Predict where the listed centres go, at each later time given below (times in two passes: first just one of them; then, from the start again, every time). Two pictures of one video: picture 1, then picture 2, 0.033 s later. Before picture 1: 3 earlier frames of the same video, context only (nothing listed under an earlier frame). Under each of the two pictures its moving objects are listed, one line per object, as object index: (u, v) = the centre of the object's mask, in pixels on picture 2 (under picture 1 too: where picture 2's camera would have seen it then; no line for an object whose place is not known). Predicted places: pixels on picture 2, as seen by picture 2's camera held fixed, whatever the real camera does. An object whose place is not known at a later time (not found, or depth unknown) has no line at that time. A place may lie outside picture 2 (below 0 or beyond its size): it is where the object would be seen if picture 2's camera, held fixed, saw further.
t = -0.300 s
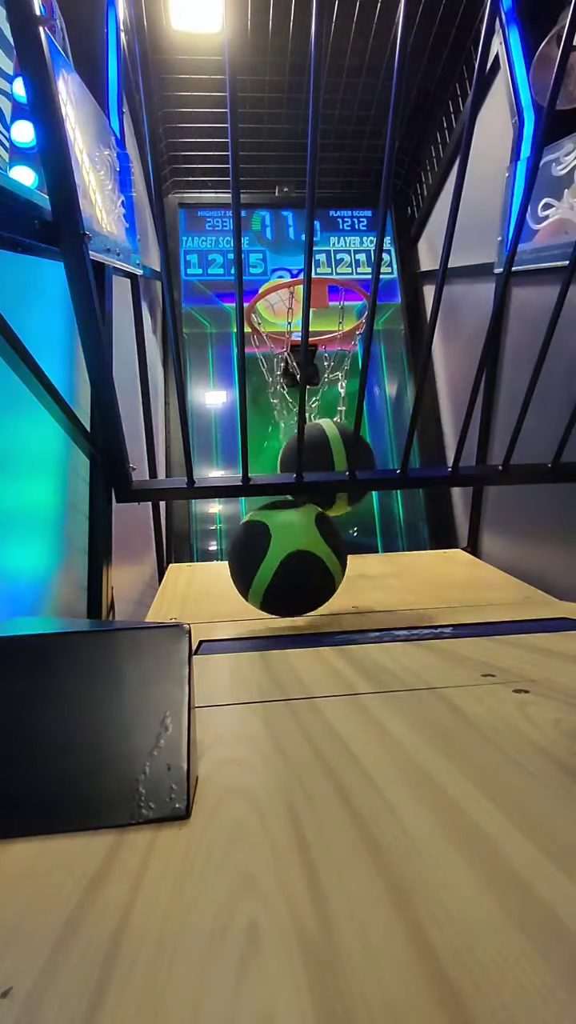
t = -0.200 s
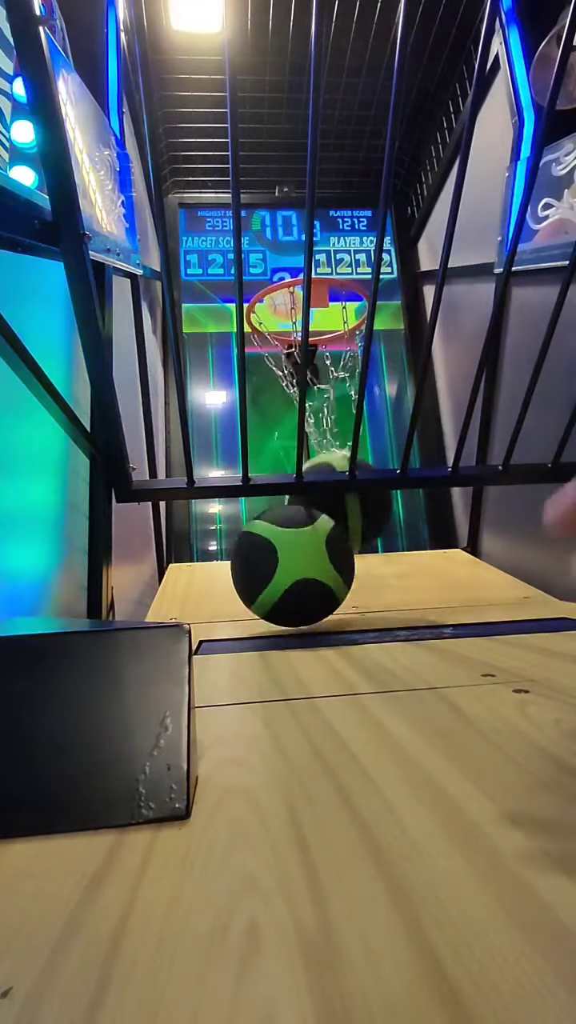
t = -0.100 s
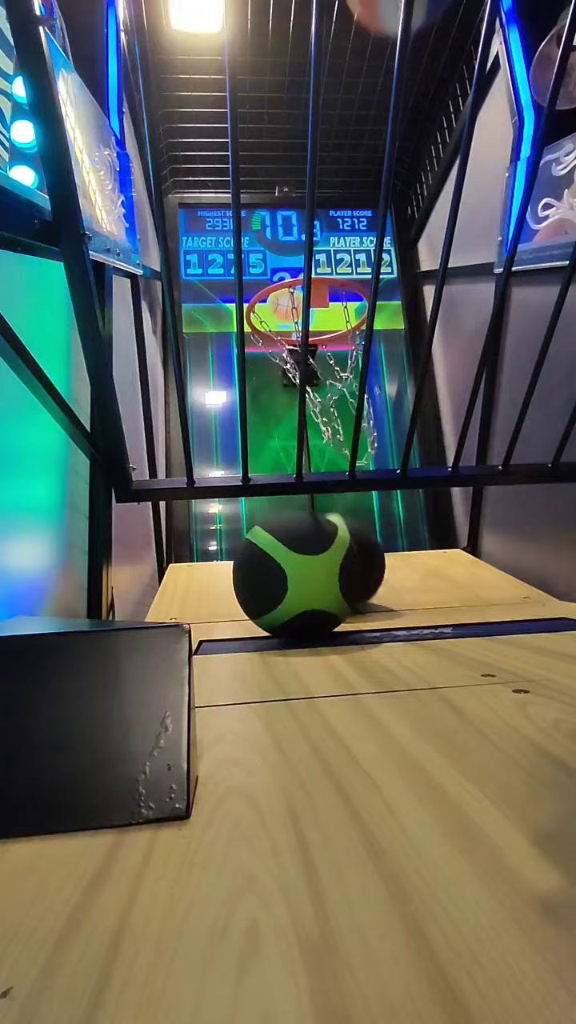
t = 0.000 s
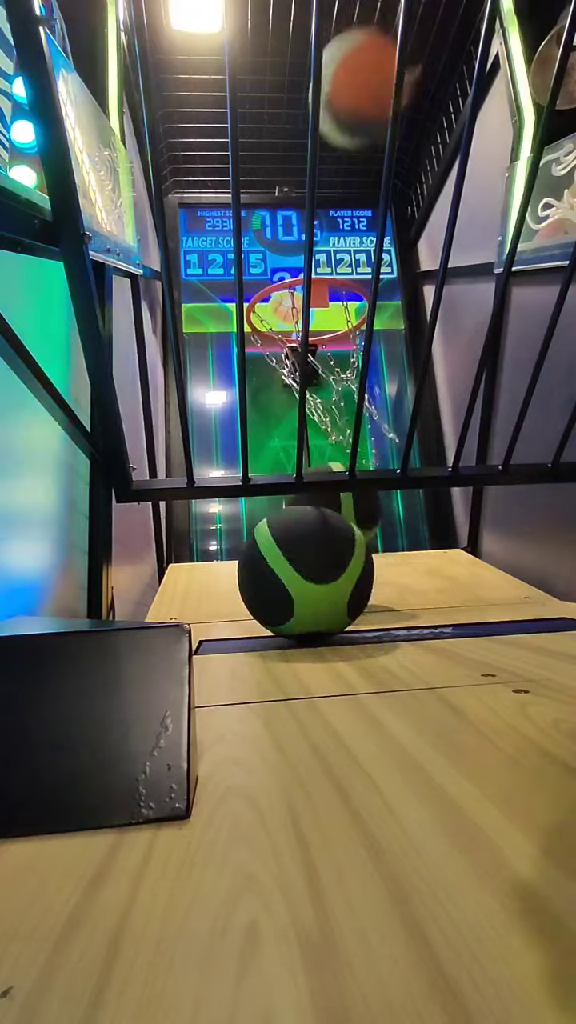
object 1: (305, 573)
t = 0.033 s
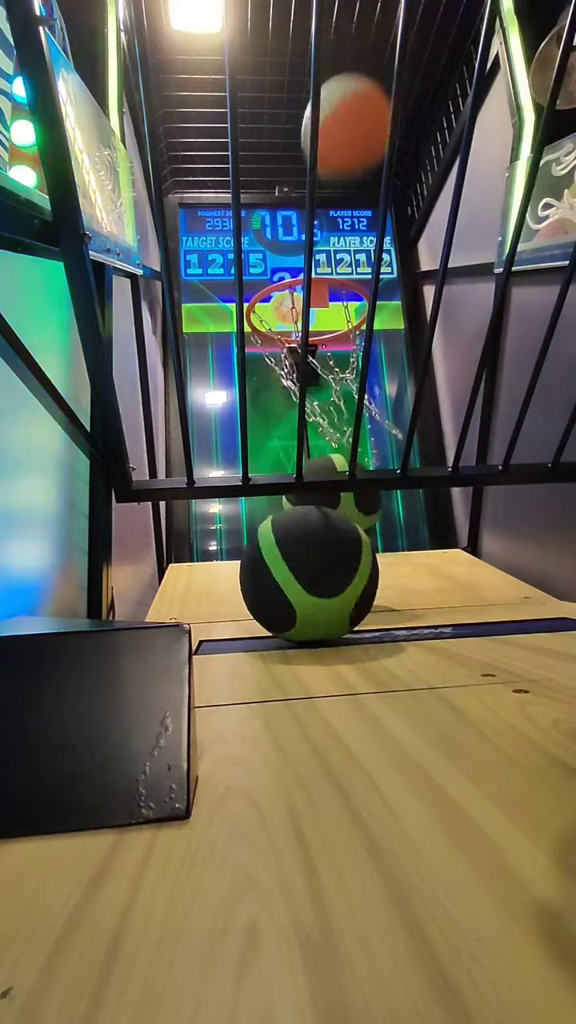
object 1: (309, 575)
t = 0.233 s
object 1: (334, 577)
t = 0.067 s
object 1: (312, 574)
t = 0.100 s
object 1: (316, 575)
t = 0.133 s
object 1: (320, 574)
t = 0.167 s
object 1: (325, 576)
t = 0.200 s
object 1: (330, 576)
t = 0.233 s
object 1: (334, 577)
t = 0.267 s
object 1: (339, 578)
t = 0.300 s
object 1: (345, 579)
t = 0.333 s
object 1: (352, 580)
